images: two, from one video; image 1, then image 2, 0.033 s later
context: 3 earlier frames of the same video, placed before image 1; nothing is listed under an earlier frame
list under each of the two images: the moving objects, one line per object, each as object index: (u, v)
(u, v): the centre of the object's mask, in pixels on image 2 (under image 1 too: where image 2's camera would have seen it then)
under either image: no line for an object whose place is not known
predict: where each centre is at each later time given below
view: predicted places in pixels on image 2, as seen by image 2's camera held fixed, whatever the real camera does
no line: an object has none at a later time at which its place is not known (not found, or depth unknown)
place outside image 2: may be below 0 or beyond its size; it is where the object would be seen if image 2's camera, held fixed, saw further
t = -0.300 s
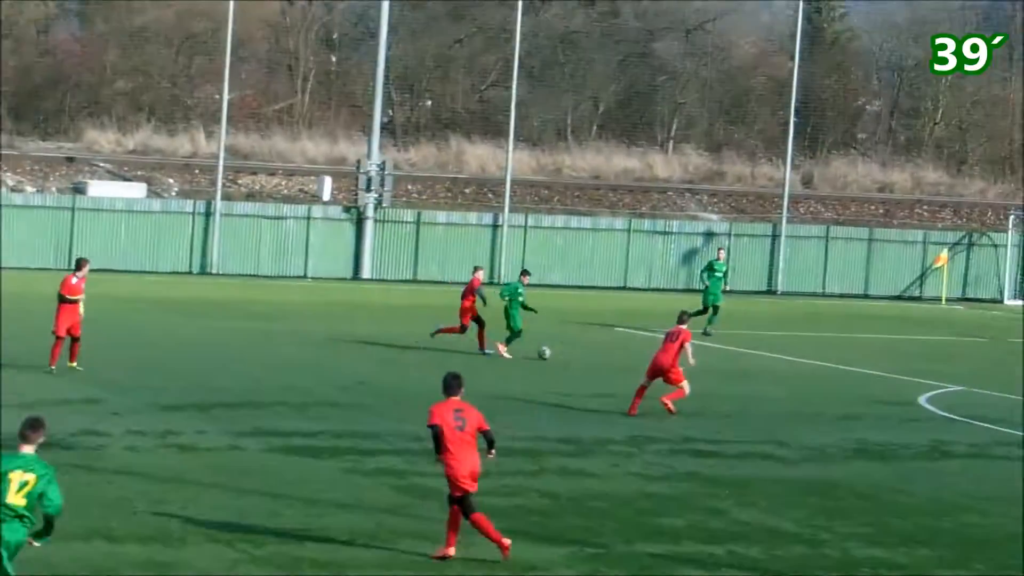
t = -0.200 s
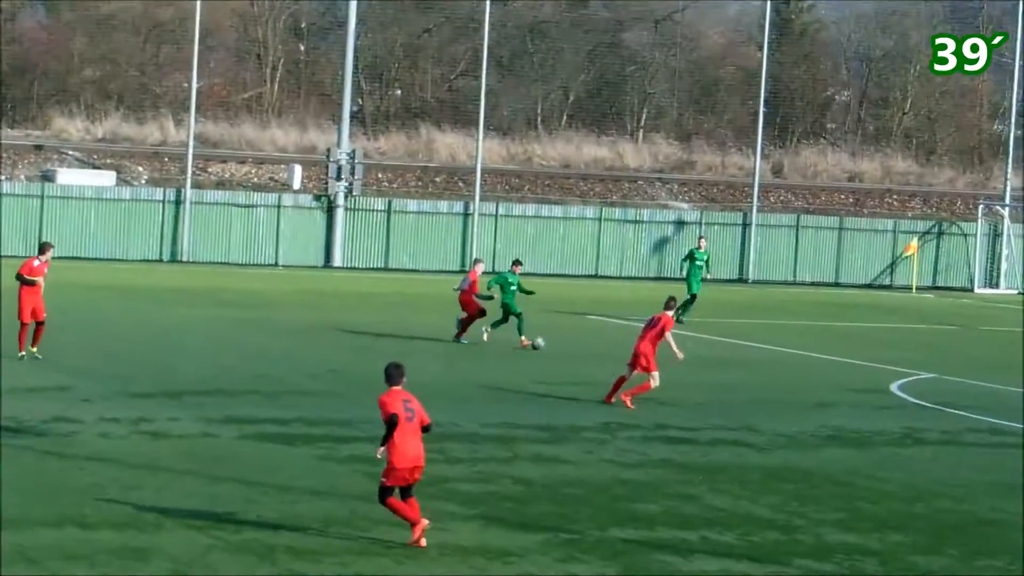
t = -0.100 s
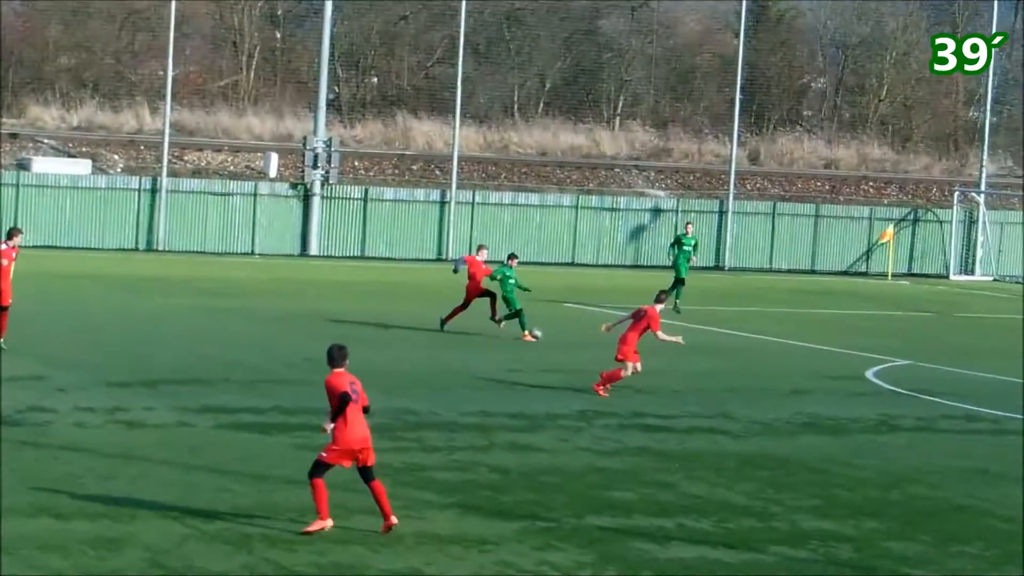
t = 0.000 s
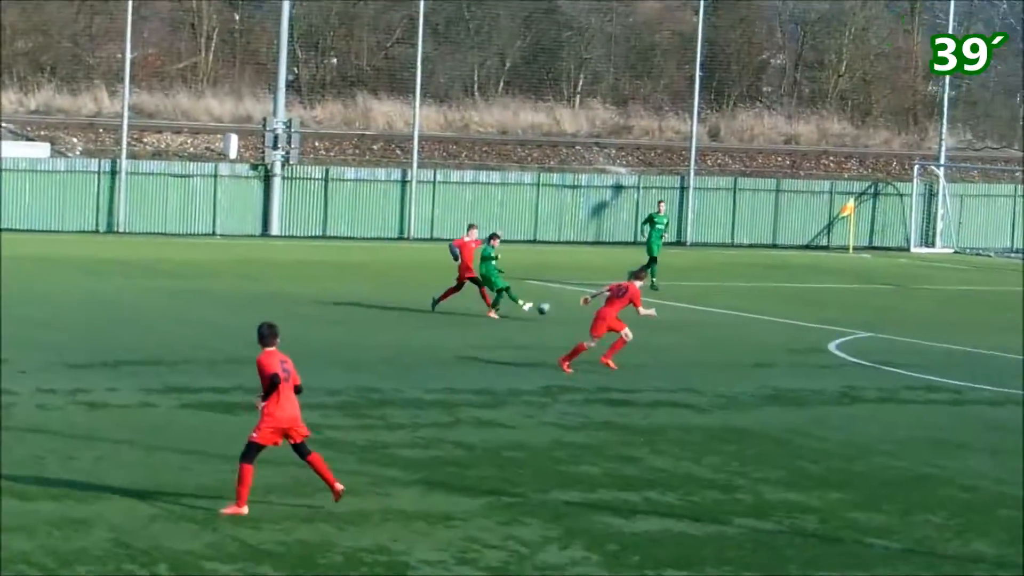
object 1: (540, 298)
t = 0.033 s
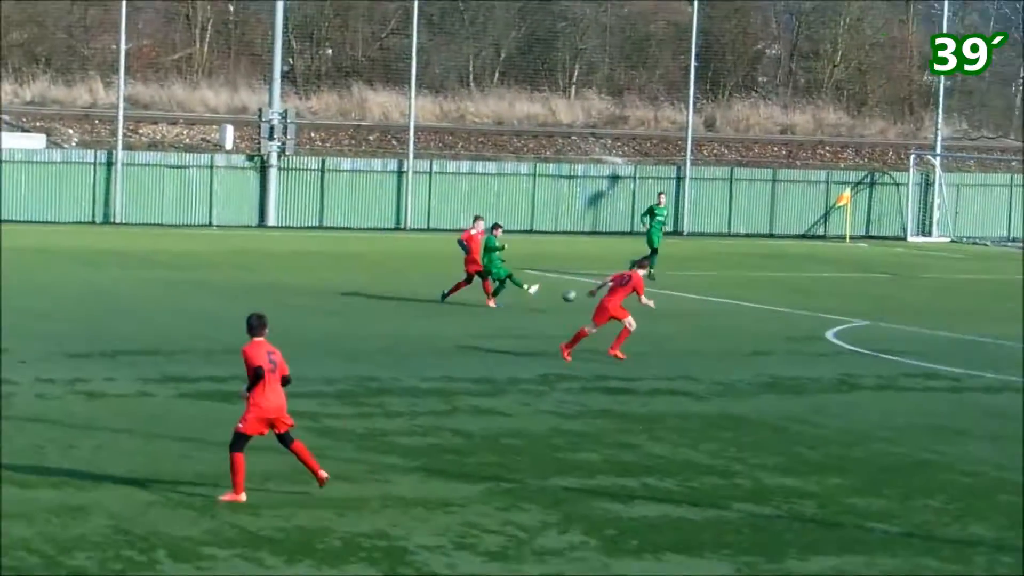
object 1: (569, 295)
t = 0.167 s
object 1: (685, 298)
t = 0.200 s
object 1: (715, 301)
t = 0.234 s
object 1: (743, 305)
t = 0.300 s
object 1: (804, 317)
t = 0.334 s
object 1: (836, 324)
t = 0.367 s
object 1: (866, 332)
